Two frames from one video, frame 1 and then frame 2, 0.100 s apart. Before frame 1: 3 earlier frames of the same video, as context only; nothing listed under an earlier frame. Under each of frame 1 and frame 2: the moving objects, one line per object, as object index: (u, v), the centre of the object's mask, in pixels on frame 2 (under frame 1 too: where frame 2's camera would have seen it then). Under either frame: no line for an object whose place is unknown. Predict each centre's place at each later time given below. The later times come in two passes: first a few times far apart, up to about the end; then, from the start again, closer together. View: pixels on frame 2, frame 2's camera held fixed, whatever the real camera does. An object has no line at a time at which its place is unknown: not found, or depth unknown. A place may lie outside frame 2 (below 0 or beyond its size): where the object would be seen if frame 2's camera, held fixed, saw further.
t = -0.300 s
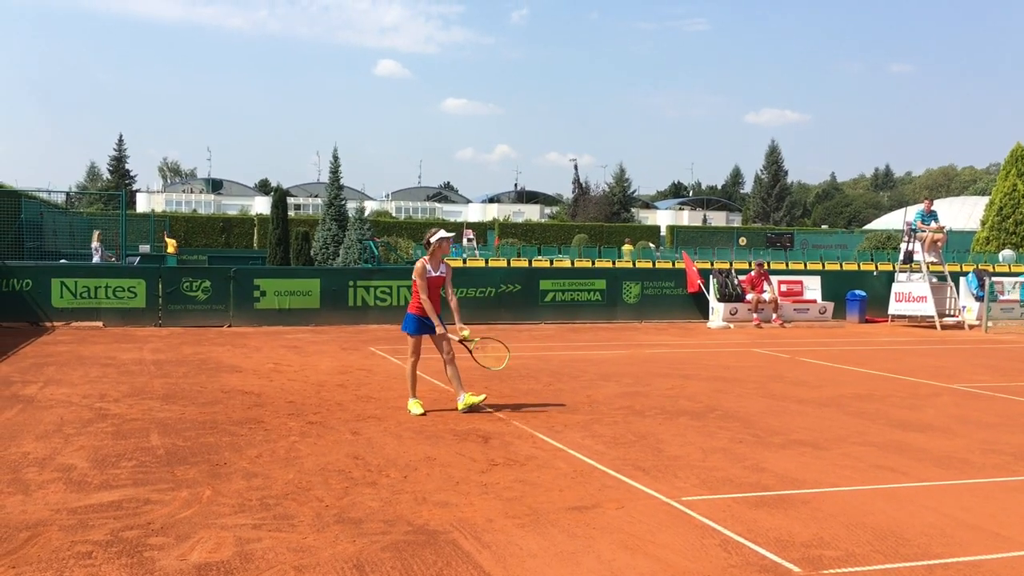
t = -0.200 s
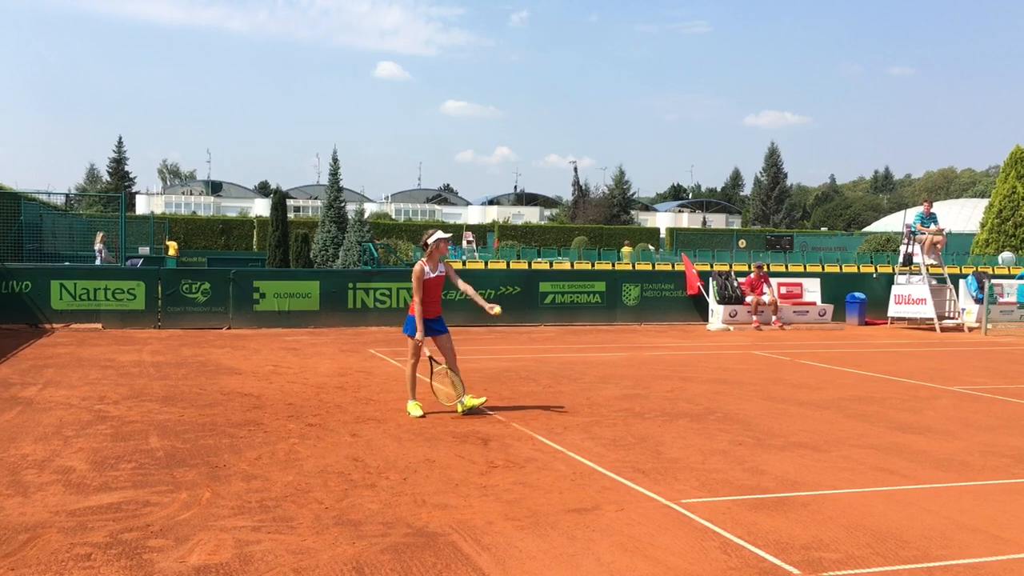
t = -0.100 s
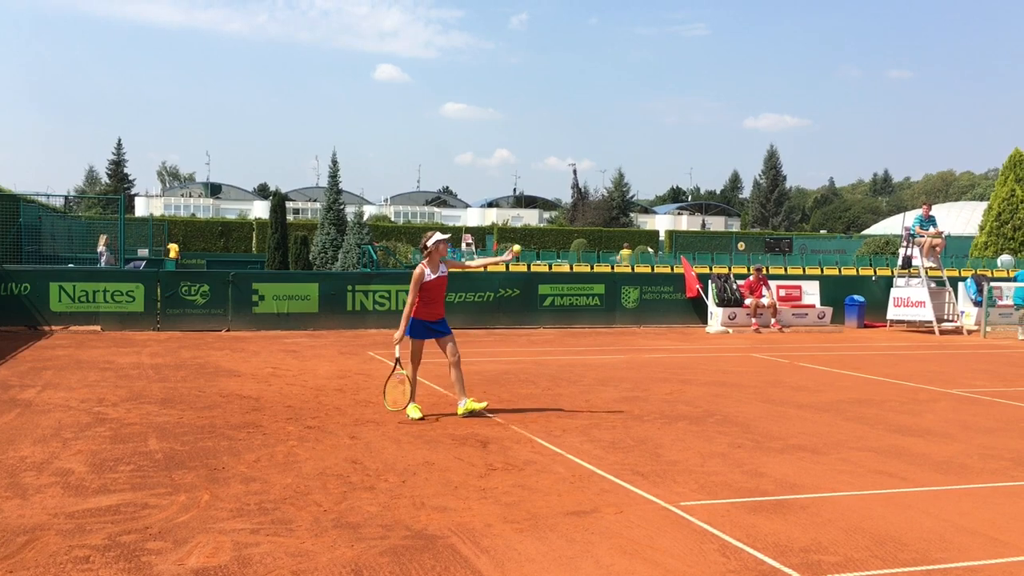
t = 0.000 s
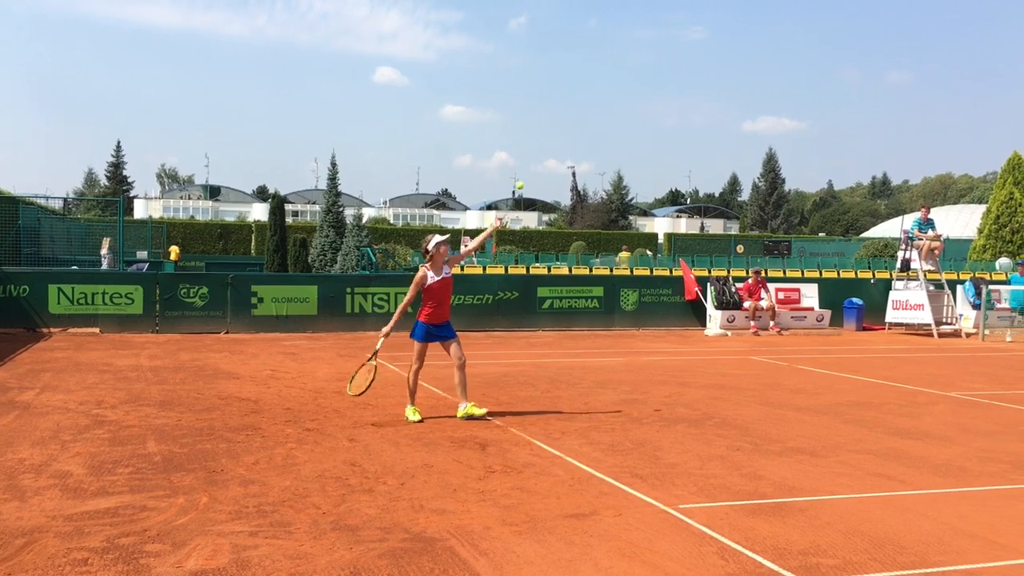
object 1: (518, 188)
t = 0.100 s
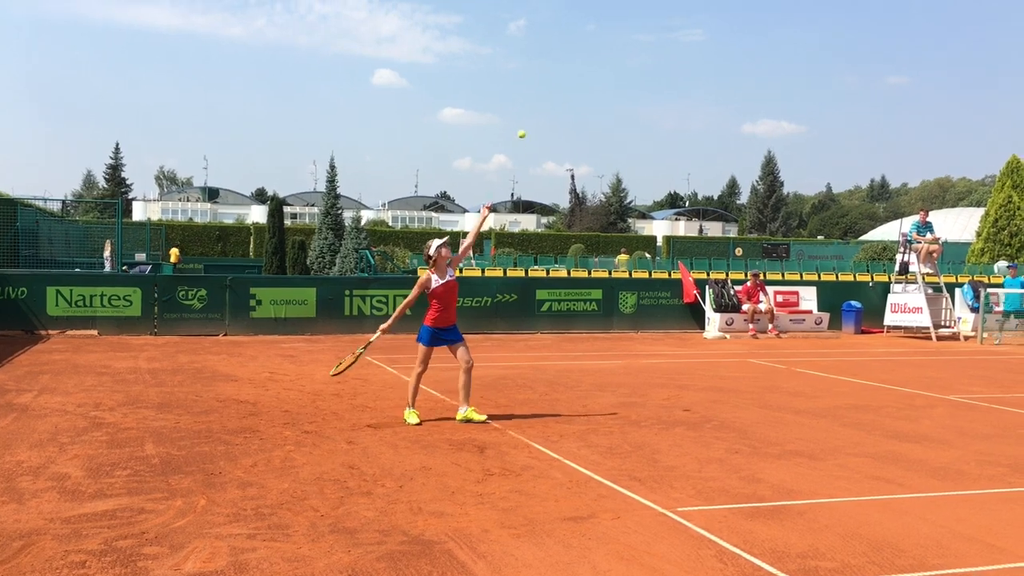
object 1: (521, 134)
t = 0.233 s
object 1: (525, 80)
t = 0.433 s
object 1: (530, 36)
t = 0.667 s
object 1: (532, 42)
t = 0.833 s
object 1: (531, 84)
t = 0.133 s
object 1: (522, 119)
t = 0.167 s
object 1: (522, 105)
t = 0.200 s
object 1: (524, 91)
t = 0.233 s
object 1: (525, 80)
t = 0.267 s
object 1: (526, 69)
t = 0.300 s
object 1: (527, 60)
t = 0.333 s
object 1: (528, 52)
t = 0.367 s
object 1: (528, 46)
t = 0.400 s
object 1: (529, 40)
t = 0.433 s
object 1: (530, 36)
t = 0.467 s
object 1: (530, 33)
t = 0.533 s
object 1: (531, 31)
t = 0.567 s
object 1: (531, 32)
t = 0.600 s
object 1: (532, 34)
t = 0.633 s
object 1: (532, 37)
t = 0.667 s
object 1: (532, 42)
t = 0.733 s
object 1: (532, 55)
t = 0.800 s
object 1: (532, 73)
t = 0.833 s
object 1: (531, 84)
